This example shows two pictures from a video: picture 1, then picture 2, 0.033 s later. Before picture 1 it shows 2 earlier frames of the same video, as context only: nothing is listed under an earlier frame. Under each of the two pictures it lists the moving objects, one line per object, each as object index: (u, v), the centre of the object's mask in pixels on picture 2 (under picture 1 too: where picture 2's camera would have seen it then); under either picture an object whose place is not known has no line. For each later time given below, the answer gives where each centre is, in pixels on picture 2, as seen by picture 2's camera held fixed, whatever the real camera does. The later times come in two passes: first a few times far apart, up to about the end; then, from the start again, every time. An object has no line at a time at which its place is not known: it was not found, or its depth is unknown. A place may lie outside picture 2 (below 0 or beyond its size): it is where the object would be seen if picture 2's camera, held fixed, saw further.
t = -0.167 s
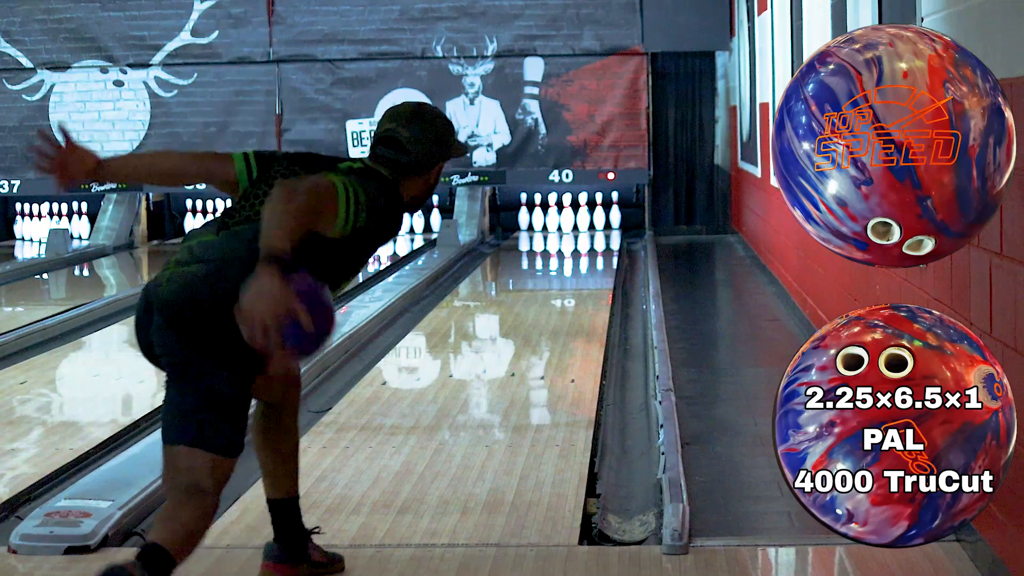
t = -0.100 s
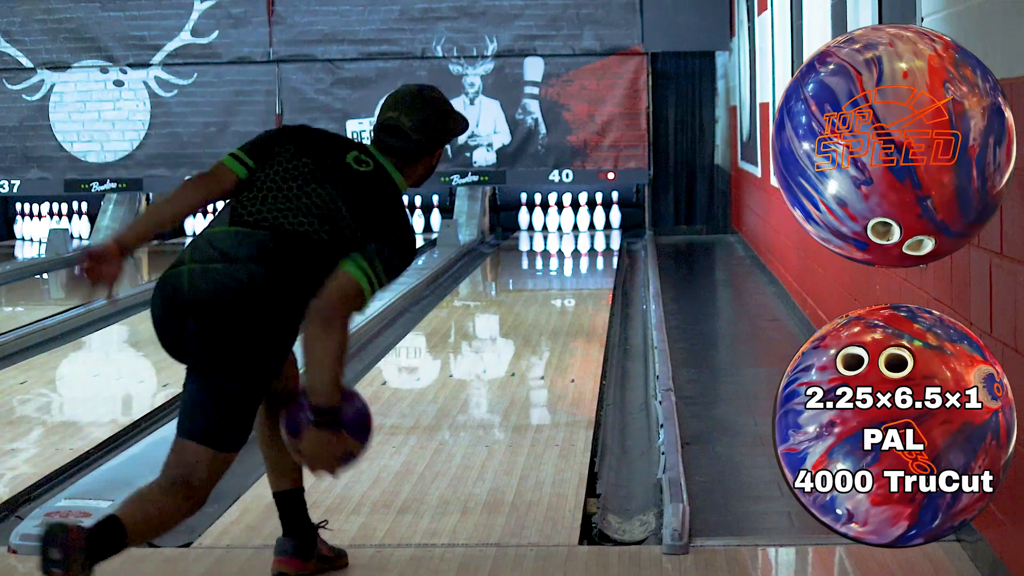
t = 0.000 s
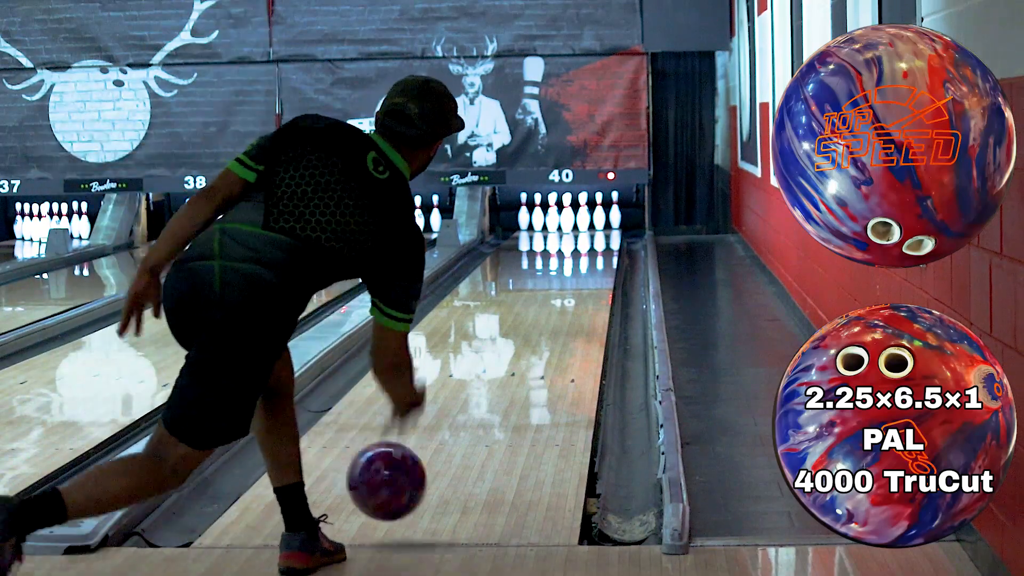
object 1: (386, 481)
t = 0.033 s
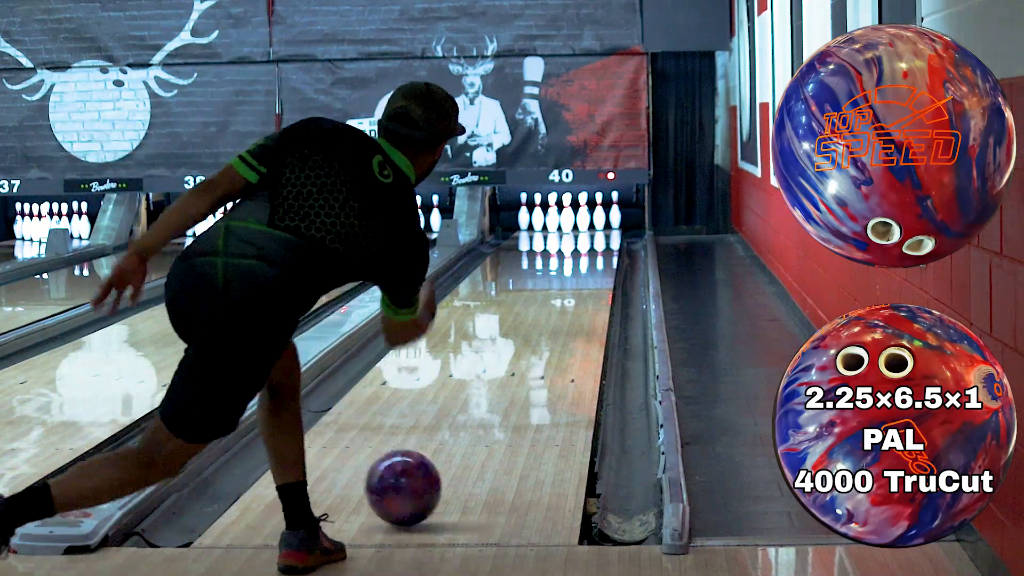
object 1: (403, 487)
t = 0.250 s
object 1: (477, 411)
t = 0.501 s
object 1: (530, 353)
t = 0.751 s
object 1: (565, 315)
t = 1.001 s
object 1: (586, 287)
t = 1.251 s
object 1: (597, 266)
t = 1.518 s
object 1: (601, 250)
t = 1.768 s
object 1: (596, 237)
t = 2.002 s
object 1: (585, 229)
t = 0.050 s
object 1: (410, 481)
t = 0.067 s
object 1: (417, 474)
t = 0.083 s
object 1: (424, 467)
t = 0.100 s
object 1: (430, 460)
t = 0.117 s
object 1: (436, 455)
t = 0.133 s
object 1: (442, 449)
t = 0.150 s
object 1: (448, 443)
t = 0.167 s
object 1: (453, 437)
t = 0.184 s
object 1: (458, 432)
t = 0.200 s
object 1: (463, 426)
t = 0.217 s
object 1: (468, 421)
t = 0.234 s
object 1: (473, 416)
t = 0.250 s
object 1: (477, 411)
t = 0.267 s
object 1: (482, 406)
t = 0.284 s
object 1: (486, 402)
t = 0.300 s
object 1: (490, 397)
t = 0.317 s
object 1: (494, 393)
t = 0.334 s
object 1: (498, 389)
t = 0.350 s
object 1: (501, 385)
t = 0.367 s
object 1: (505, 381)
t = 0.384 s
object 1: (509, 378)
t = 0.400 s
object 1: (512, 374)
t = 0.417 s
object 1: (516, 370)
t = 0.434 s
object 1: (519, 367)
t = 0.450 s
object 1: (522, 363)
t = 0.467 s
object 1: (525, 359)
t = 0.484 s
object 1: (528, 356)
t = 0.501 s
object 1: (530, 353)
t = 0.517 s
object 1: (533, 350)
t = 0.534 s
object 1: (536, 347)
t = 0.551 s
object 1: (539, 344)
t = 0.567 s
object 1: (541, 341)
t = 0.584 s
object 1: (543, 338)
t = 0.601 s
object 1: (546, 336)
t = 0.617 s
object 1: (548, 333)
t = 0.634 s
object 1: (551, 330)
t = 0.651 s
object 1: (553, 328)
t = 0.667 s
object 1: (555, 326)
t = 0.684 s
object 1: (557, 324)
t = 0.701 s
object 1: (559, 321)
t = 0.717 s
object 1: (561, 319)
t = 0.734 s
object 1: (563, 317)
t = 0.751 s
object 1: (565, 315)
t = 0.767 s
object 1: (567, 312)
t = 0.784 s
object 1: (569, 311)
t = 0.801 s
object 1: (570, 308)
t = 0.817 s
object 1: (572, 306)
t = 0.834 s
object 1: (573, 304)
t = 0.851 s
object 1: (575, 302)
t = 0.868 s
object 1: (576, 301)
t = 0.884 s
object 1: (578, 299)
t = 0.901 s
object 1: (579, 297)
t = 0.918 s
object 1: (581, 295)
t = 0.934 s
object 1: (582, 293)
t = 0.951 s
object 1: (583, 291)
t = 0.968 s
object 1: (584, 290)
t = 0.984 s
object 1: (585, 288)
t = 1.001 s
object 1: (586, 287)
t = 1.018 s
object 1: (587, 285)
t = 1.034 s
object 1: (588, 283)
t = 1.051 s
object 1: (589, 282)
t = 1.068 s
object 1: (590, 281)
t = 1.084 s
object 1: (591, 279)
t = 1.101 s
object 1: (592, 278)
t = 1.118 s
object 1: (592, 276)
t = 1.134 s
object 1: (593, 275)
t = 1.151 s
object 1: (594, 274)
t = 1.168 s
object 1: (595, 272)
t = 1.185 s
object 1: (596, 271)
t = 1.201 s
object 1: (596, 270)
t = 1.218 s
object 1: (596, 269)
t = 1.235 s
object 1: (597, 267)
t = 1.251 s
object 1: (597, 266)
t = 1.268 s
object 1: (598, 265)
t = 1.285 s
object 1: (598, 264)
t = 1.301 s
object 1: (599, 263)
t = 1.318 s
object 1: (599, 262)
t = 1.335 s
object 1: (600, 260)
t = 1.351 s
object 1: (600, 259)
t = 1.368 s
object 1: (600, 259)
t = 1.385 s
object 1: (601, 258)
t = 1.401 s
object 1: (601, 257)
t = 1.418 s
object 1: (601, 256)
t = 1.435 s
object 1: (601, 255)
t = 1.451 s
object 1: (601, 254)
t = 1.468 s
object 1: (601, 253)
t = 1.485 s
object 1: (601, 252)
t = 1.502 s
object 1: (601, 251)
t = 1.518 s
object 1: (601, 250)
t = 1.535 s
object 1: (601, 249)
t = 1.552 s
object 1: (601, 248)
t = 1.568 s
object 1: (600, 247)
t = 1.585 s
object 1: (600, 246)
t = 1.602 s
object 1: (600, 245)
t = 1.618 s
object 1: (600, 244)
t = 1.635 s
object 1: (600, 244)
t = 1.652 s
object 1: (600, 243)
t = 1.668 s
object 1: (599, 242)
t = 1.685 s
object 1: (598, 241)
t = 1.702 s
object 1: (598, 240)
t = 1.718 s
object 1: (598, 240)
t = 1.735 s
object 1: (597, 239)
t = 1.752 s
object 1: (597, 238)
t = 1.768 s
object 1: (596, 237)
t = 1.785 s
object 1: (596, 236)
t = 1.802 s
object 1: (595, 236)
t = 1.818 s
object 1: (594, 235)
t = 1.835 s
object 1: (594, 234)
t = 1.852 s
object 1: (593, 234)
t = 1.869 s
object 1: (592, 233)
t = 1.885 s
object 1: (591, 233)
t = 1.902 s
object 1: (590, 232)
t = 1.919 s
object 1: (590, 232)
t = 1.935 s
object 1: (589, 231)
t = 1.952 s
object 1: (588, 231)
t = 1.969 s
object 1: (587, 230)
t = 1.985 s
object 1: (586, 230)
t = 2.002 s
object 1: (585, 229)
